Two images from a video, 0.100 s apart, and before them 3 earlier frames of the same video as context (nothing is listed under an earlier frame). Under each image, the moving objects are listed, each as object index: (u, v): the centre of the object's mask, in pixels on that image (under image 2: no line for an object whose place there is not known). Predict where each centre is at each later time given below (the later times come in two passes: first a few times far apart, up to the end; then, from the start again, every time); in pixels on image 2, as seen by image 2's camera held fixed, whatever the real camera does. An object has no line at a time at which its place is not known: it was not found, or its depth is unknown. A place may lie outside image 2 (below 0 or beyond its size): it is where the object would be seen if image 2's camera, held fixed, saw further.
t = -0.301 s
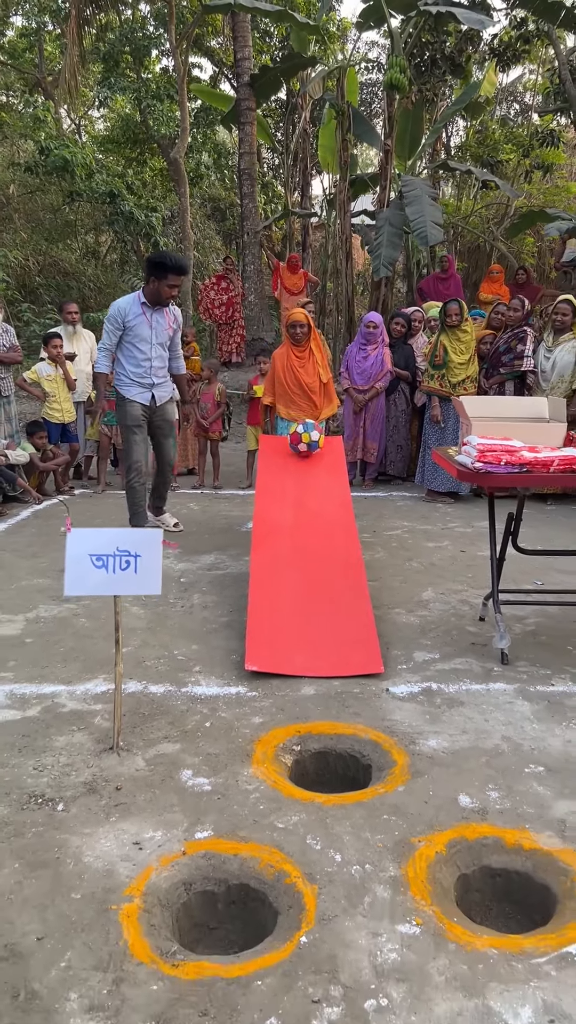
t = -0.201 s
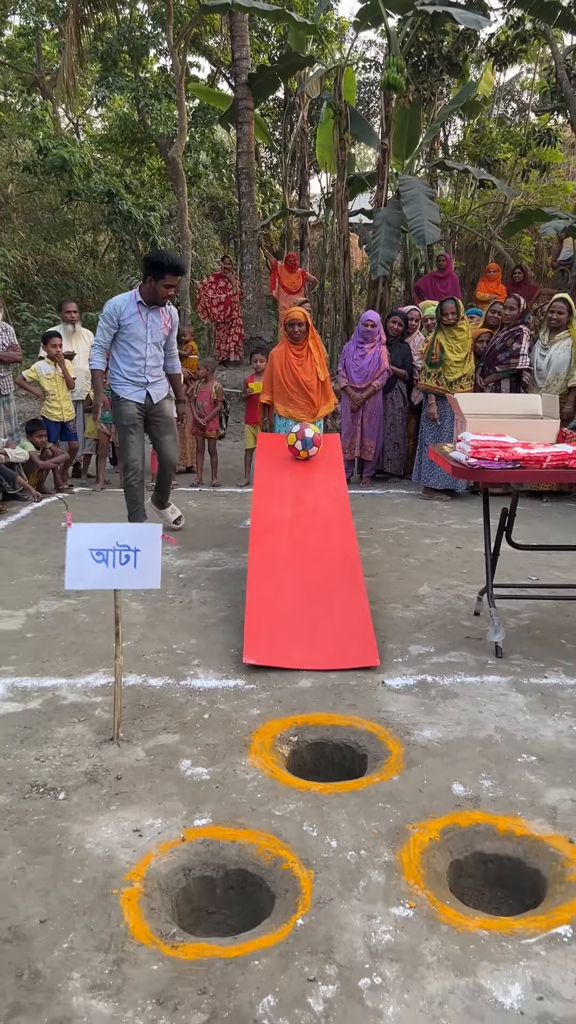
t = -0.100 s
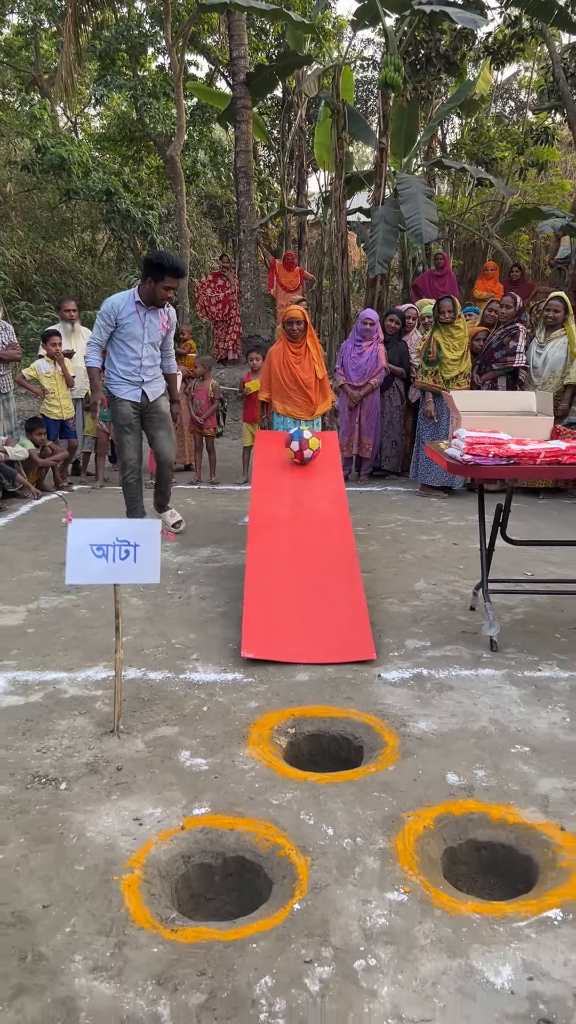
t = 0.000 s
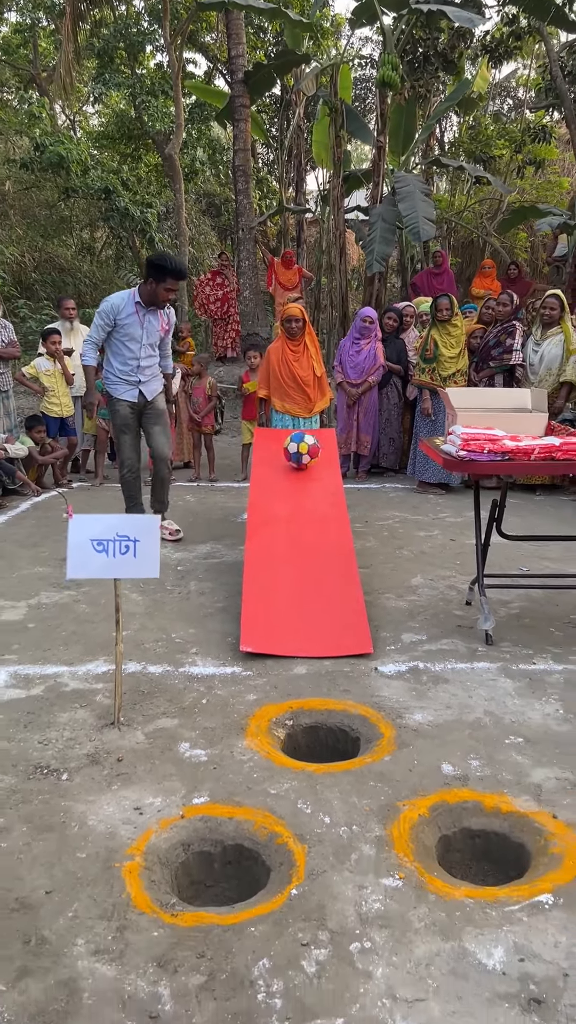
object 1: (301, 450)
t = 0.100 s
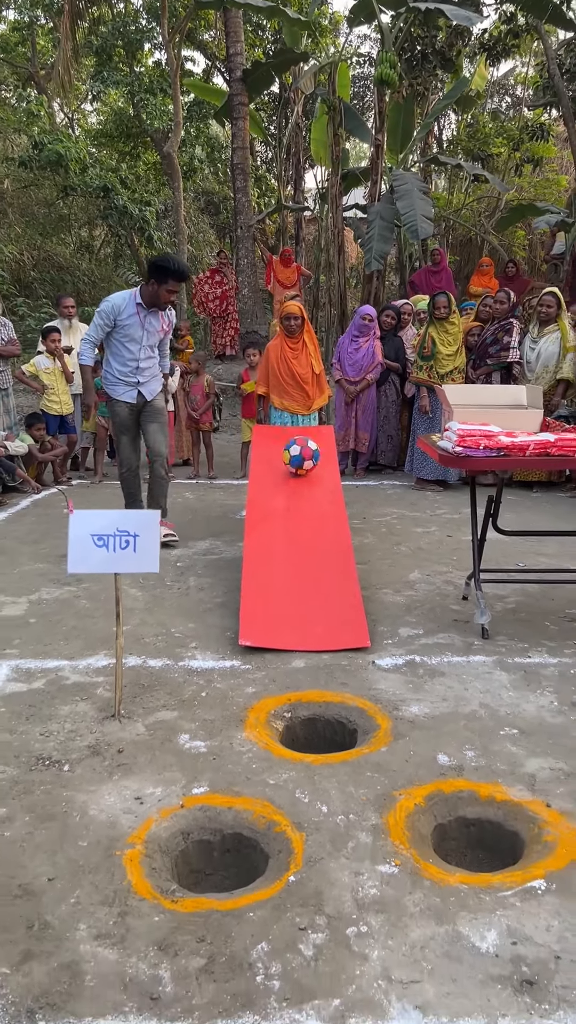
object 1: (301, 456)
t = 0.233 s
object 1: (302, 468)
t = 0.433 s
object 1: (306, 491)
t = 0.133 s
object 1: (301, 458)
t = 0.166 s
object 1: (302, 462)
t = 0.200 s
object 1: (302, 464)
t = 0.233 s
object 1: (302, 468)
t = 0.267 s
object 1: (302, 471)
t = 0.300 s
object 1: (303, 475)
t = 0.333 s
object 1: (304, 479)
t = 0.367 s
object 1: (304, 483)
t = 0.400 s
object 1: (304, 487)
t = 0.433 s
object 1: (306, 491)
